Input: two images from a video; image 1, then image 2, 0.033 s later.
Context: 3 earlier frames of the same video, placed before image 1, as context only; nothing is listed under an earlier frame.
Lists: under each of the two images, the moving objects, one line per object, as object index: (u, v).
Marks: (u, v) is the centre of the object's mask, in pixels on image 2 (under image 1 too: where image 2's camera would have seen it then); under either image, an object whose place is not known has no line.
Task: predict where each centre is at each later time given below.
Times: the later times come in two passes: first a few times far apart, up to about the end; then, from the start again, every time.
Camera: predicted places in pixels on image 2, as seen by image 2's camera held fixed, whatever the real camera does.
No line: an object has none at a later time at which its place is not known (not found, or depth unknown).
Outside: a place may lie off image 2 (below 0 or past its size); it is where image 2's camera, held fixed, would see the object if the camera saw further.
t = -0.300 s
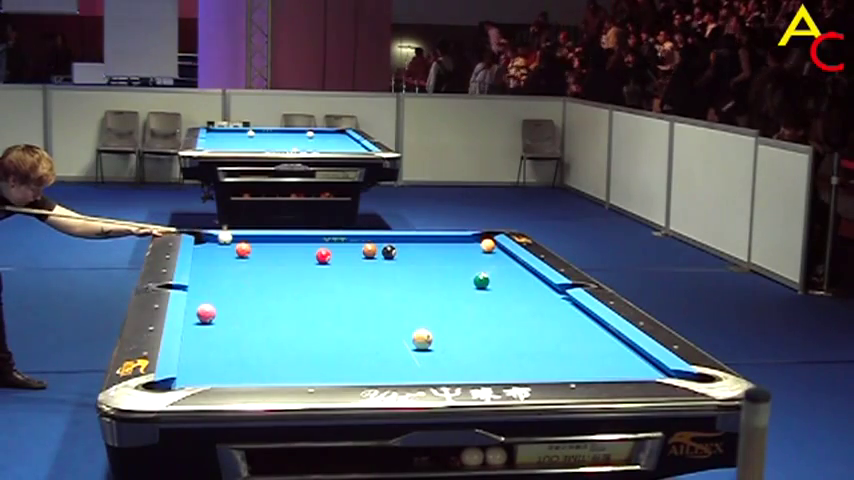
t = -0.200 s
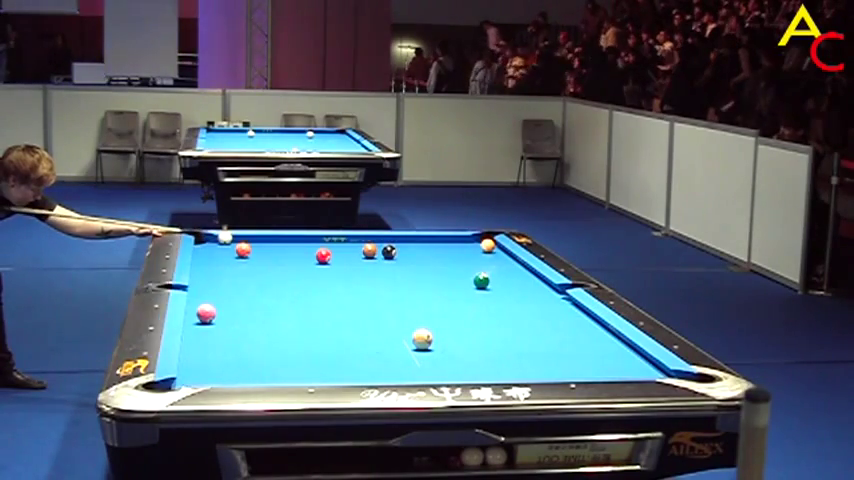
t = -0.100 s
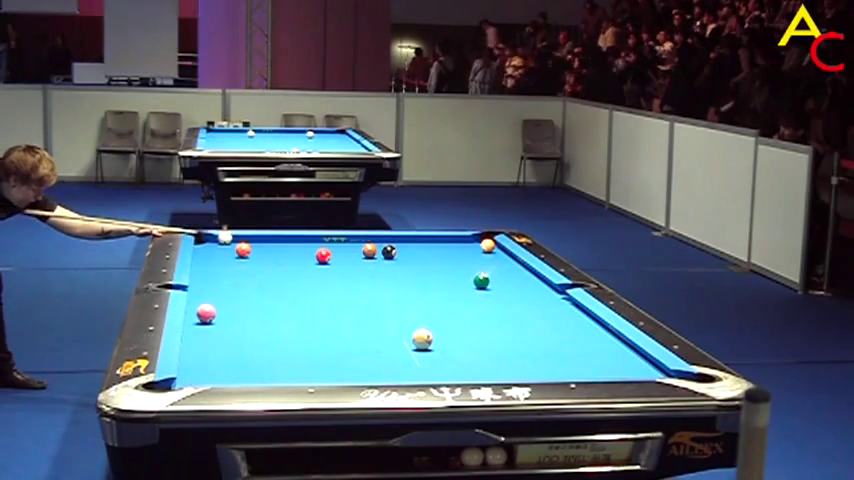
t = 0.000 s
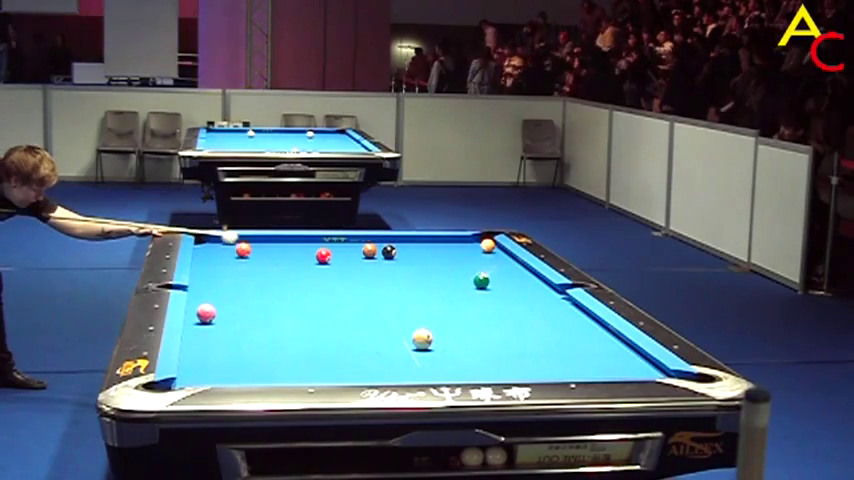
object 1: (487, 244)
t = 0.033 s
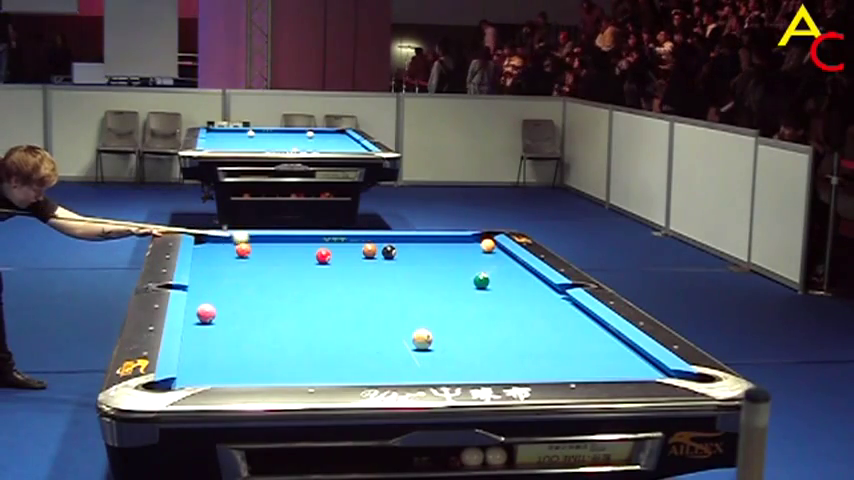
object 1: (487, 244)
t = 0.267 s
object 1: (487, 244)
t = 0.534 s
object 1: (487, 244)
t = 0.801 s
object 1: (488, 244)
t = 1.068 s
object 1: (497, 248)
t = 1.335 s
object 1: (492, 252)
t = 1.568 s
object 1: (489, 253)
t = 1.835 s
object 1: (485, 257)
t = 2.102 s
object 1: (480, 260)
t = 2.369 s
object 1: (476, 263)
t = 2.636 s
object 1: (472, 265)
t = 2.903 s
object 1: (468, 267)
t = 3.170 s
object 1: (464, 270)
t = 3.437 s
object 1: (460, 271)
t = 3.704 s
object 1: (457, 273)
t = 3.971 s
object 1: (454, 274)
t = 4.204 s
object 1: (452, 276)
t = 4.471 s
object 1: (449, 277)
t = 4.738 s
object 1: (447, 277)
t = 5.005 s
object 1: (445, 278)
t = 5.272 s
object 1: (445, 279)
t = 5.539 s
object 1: (444, 279)
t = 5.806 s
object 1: (444, 279)
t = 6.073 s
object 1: (444, 279)
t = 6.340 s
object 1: (444, 279)
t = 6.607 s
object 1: (444, 279)
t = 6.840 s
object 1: (444, 279)
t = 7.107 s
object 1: (444, 279)
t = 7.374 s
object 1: (444, 279)
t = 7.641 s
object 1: (444, 279)
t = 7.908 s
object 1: (444, 279)
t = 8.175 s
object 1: (444, 279)
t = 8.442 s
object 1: (444, 279)
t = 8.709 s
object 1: (444, 279)
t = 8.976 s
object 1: (444, 279)
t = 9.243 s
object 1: (444, 279)
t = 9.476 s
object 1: (444, 279)
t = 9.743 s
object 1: (444, 278)
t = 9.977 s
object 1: (444, 278)
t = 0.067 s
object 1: (487, 244)
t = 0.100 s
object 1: (487, 244)
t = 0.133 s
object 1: (487, 244)
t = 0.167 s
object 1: (487, 244)
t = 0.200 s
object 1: (487, 244)
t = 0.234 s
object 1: (487, 244)
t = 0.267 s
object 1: (487, 244)
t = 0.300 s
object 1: (487, 244)
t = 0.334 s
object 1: (488, 244)
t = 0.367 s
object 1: (487, 244)
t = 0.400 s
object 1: (487, 244)
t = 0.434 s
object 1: (487, 244)
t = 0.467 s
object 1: (487, 244)
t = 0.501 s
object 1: (488, 244)
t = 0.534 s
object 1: (487, 244)
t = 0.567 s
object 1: (487, 244)
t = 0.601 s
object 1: (487, 244)
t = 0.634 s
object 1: (488, 244)
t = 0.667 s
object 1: (488, 244)
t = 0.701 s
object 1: (488, 244)
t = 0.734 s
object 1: (488, 244)
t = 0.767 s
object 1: (488, 244)
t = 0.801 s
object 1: (488, 244)
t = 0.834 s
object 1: (489, 245)
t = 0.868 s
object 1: (492, 246)
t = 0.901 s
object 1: (495, 247)
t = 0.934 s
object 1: (498, 247)
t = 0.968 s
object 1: (498, 247)
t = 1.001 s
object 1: (498, 248)
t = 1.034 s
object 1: (497, 248)
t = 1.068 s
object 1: (497, 248)
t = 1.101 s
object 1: (496, 249)
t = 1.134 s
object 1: (495, 249)
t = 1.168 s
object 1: (495, 250)
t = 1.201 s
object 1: (494, 250)
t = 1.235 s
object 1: (494, 251)
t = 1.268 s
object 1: (493, 251)
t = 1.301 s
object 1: (493, 251)
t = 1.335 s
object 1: (492, 252)
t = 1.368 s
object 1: (492, 252)
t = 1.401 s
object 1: (491, 252)
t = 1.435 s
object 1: (491, 252)
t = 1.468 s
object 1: (491, 252)
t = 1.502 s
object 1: (490, 252)
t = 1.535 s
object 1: (490, 253)
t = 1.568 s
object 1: (489, 253)
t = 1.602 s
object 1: (489, 253)
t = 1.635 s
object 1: (488, 254)
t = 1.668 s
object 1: (487, 255)
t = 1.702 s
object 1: (487, 256)
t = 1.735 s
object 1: (486, 256)
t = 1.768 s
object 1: (486, 256)
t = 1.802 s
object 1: (485, 257)
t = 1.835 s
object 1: (485, 257)
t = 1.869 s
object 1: (484, 258)
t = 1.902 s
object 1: (484, 257)
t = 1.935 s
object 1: (483, 258)
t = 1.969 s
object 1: (482, 258)
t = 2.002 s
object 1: (482, 259)
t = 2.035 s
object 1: (481, 259)
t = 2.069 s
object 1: (481, 259)
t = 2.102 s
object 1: (480, 260)
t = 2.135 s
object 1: (480, 260)
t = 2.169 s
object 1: (479, 261)
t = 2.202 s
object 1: (479, 261)
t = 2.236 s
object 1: (478, 261)
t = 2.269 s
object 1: (478, 262)
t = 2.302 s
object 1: (477, 262)
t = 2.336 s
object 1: (476, 262)
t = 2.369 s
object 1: (476, 263)
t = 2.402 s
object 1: (476, 263)
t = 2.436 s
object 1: (475, 263)
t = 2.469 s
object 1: (474, 264)
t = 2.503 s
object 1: (474, 264)
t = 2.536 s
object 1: (473, 264)
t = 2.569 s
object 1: (473, 264)
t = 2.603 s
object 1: (472, 265)
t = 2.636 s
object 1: (472, 265)
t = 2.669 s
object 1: (471, 265)
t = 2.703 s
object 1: (471, 266)
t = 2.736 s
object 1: (470, 266)
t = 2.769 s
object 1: (470, 266)
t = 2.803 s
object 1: (469, 266)
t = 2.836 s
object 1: (469, 267)
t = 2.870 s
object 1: (468, 267)
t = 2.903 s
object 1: (468, 267)
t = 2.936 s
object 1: (467, 268)
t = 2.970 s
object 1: (467, 268)
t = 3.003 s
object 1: (467, 268)
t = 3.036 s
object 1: (466, 268)
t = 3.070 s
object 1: (465, 269)
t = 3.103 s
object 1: (465, 269)
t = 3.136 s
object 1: (464, 269)
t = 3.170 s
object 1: (464, 270)
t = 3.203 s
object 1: (463, 270)
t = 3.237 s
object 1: (463, 270)
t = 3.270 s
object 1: (462, 270)
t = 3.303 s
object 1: (462, 270)
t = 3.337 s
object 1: (462, 271)
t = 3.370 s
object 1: (461, 271)
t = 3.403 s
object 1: (461, 271)
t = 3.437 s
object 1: (460, 271)
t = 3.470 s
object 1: (460, 272)
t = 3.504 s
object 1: (459, 272)
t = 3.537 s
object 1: (459, 272)
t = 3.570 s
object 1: (458, 272)
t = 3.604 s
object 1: (458, 272)
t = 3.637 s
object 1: (458, 273)
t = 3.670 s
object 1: (457, 273)
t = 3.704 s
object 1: (457, 273)
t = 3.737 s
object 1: (457, 273)
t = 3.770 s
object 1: (456, 273)
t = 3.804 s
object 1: (456, 273)
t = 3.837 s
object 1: (456, 274)
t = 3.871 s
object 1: (455, 274)
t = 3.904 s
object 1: (455, 274)
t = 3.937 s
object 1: (455, 275)
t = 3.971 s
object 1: (454, 274)
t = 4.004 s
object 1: (454, 275)
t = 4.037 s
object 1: (454, 275)
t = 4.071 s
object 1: (453, 275)
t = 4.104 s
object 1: (453, 275)
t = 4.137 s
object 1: (453, 275)
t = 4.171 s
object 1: (452, 276)
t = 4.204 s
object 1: (452, 276)
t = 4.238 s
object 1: (452, 276)
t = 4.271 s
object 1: (451, 276)
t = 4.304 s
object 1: (451, 276)
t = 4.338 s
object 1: (451, 276)
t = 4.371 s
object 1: (450, 276)
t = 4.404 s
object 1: (450, 277)
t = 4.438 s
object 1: (450, 277)
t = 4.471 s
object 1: (449, 277)
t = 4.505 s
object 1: (449, 277)
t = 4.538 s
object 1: (449, 277)
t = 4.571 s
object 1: (449, 277)
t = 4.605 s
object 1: (448, 277)
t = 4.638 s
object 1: (448, 277)
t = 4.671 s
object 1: (448, 277)
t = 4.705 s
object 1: (447, 277)
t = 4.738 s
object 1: (447, 277)
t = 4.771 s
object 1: (447, 278)
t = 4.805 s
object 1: (447, 277)
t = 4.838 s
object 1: (446, 278)
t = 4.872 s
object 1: (446, 278)
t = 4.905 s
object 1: (446, 278)
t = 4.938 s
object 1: (446, 278)
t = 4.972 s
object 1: (446, 278)
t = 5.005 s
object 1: (445, 278)
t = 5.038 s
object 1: (445, 278)
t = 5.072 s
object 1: (445, 278)
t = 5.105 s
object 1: (445, 278)
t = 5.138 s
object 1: (445, 278)
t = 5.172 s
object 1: (445, 279)
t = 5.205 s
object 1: (445, 279)
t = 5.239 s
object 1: (445, 279)
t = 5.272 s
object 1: (445, 279)
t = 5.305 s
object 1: (444, 278)
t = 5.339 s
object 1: (444, 278)
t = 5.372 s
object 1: (444, 278)
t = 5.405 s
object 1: (444, 278)
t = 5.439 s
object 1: (444, 278)
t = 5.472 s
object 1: (444, 279)
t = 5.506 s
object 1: (444, 279)
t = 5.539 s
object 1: (444, 279)
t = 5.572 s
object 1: (444, 279)
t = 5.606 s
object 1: (444, 279)
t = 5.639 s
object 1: (444, 279)
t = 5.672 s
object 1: (444, 279)
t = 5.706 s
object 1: (444, 279)
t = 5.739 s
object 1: (444, 279)
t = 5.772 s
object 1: (444, 279)
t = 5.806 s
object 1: (444, 279)
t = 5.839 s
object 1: (444, 279)
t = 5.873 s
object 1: (444, 279)
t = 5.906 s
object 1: (444, 279)
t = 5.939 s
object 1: (444, 279)
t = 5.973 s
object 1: (444, 279)
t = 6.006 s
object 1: (444, 279)
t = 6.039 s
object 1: (444, 279)
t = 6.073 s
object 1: (444, 279)
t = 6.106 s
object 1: (444, 279)
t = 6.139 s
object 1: (444, 279)
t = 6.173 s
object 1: (444, 279)
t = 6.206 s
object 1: (444, 279)
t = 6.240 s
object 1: (444, 279)
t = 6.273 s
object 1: (444, 279)
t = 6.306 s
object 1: (444, 279)
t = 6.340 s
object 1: (444, 279)
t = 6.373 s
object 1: (444, 279)
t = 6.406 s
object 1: (444, 279)
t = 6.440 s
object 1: (444, 279)
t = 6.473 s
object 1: (444, 279)
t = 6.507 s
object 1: (444, 279)
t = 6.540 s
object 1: (444, 279)
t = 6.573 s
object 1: (444, 279)
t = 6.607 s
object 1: (444, 279)
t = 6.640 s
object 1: (444, 279)
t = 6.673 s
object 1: (444, 279)
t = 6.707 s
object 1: (444, 279)
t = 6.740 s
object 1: (444, 279)
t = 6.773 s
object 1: (444, 279)
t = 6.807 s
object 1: (444, 279)
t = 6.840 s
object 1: (444, 279)
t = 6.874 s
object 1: (444, 279)
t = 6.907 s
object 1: (444, 279)
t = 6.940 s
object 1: (444, 279)
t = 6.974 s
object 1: (444, 279)
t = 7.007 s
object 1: (444, 279)
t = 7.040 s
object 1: (444, 279)
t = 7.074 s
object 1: (444, 279)
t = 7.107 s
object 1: (444, 279)
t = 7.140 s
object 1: (444, 279)
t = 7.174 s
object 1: (444, 279)
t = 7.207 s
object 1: (444, 279)
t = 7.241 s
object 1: (444, 279)
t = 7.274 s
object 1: (444, 279)
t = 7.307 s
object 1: (444, 279)
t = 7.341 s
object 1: (444, 279)
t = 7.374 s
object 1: (444, 279)
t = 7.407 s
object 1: (444, 279)
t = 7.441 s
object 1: (444, 279)
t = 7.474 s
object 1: (444, 279)
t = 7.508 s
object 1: (444, 279)
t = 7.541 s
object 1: (444, 279)
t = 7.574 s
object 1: (444, 279)
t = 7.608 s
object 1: (444, 279)
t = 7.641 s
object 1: (444, 279)
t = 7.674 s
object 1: (444, 279)
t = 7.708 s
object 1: (444, 279)
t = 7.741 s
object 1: (444, 279)
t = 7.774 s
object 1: (444, 279)
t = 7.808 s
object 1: (444, 279)
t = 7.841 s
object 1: (444, 279)
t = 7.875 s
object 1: (444, 279)
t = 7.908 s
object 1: (444, 279)
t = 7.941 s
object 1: (444, 279)
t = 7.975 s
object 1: (444, 279)
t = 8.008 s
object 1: (444, 279)
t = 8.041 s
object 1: (444, 279)
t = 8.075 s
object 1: (444, 279)
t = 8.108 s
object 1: (444, 279)
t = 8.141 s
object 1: (444, 279)
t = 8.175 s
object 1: (444, 279)
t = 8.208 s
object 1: (444, 279)
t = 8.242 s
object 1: (444, 279)
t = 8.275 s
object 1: (444, 279)
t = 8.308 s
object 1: (444, 279)
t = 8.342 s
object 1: (444, 279)
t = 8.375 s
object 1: (444, 279)
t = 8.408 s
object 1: (444, 279)
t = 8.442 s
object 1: (444, 279)
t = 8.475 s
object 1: (444, 279)
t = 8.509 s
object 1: (444, 279)
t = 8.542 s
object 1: (444, 279)
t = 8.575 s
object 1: (444, 279)
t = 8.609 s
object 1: (444, 279)
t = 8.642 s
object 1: (444, 279)
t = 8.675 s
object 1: (444, 279)
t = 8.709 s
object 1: (444, 279)
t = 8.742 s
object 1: (444, 279)
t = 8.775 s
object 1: (444, 279)
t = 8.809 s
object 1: (444, 279)
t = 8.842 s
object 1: (444, 279)
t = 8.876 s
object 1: (444, 278)
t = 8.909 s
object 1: (444, 279)
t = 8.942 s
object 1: (444, 279)
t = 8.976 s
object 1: (444, 279)
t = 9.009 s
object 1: (444, 279)
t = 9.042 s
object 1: (444, 279)
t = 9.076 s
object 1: (444, 278)
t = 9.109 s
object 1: (444, 279)
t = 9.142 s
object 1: (444, 279)
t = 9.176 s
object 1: (444, 279)
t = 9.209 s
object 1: (444, 279)
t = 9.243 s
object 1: (444, 279)
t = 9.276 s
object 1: (444, 279)
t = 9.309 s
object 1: (444, 279)
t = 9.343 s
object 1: (444, 279)
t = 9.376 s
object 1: (444, 278)
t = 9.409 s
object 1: (444, 279)
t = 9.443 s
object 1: (444, 279)
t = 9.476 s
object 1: (444, 279)
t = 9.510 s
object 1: (444, 279)
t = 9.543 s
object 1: (444, 278)
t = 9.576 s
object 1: (444, 279)
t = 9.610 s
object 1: (444, 279)
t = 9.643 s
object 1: (444, 279)
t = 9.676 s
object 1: (444, 279)
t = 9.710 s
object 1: (444, 279)
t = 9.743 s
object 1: (444, 278)
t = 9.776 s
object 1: (444, 279)
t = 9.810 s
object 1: (444, 278)
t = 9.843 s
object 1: (444, 279)
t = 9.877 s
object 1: (444, 279)
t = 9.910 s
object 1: (444, 278)
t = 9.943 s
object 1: (444, 279)
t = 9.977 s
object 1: (444, 278)
